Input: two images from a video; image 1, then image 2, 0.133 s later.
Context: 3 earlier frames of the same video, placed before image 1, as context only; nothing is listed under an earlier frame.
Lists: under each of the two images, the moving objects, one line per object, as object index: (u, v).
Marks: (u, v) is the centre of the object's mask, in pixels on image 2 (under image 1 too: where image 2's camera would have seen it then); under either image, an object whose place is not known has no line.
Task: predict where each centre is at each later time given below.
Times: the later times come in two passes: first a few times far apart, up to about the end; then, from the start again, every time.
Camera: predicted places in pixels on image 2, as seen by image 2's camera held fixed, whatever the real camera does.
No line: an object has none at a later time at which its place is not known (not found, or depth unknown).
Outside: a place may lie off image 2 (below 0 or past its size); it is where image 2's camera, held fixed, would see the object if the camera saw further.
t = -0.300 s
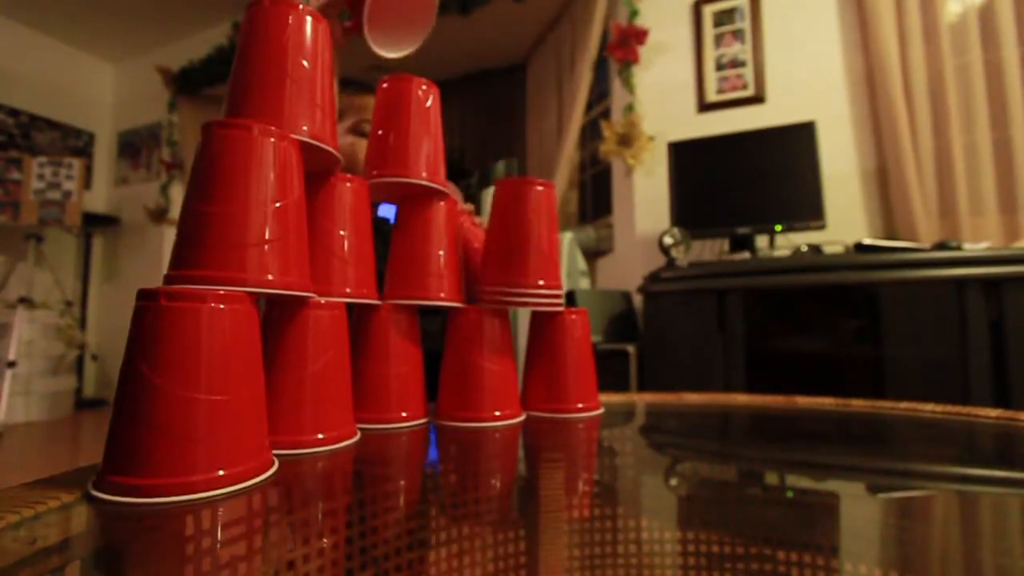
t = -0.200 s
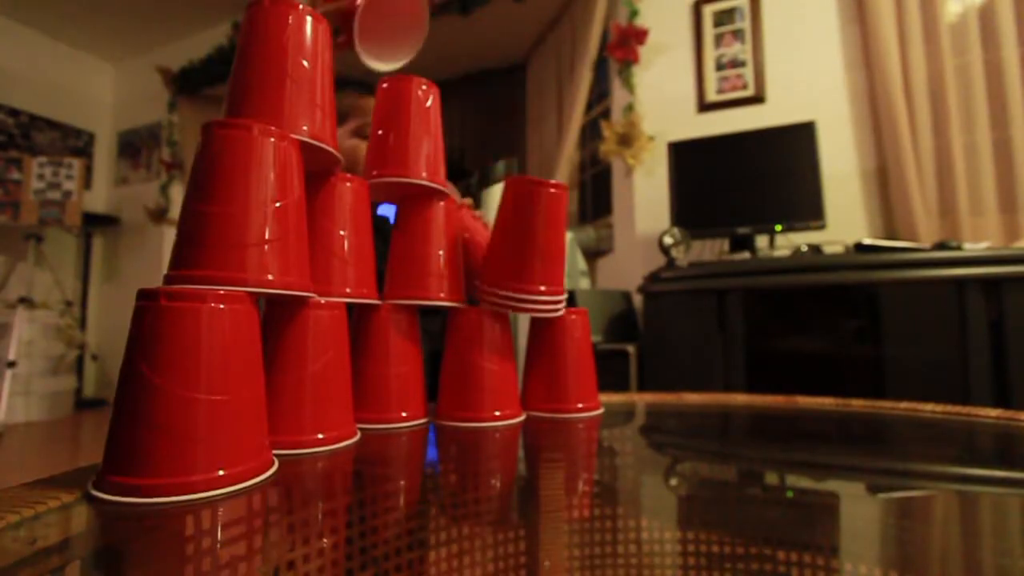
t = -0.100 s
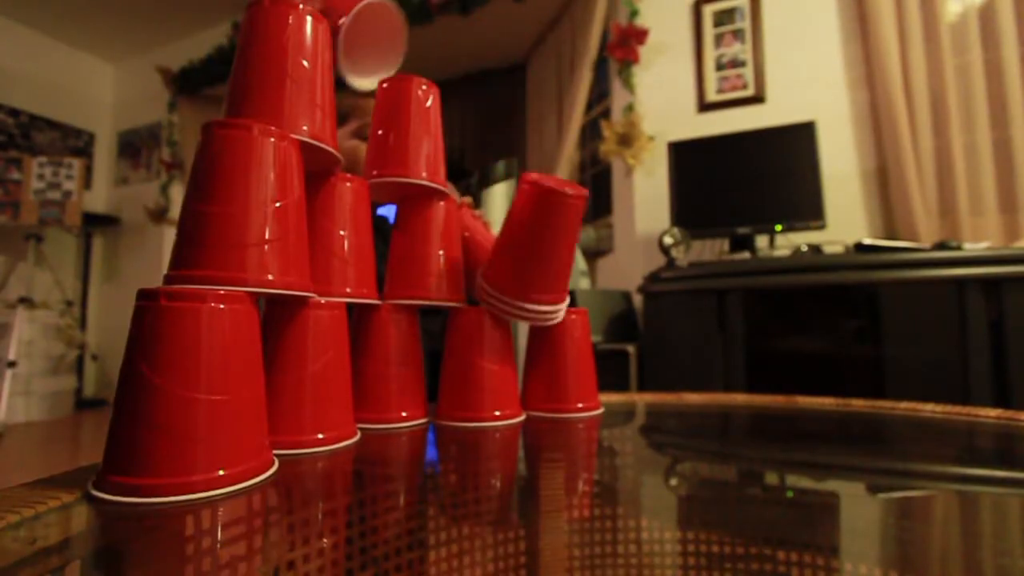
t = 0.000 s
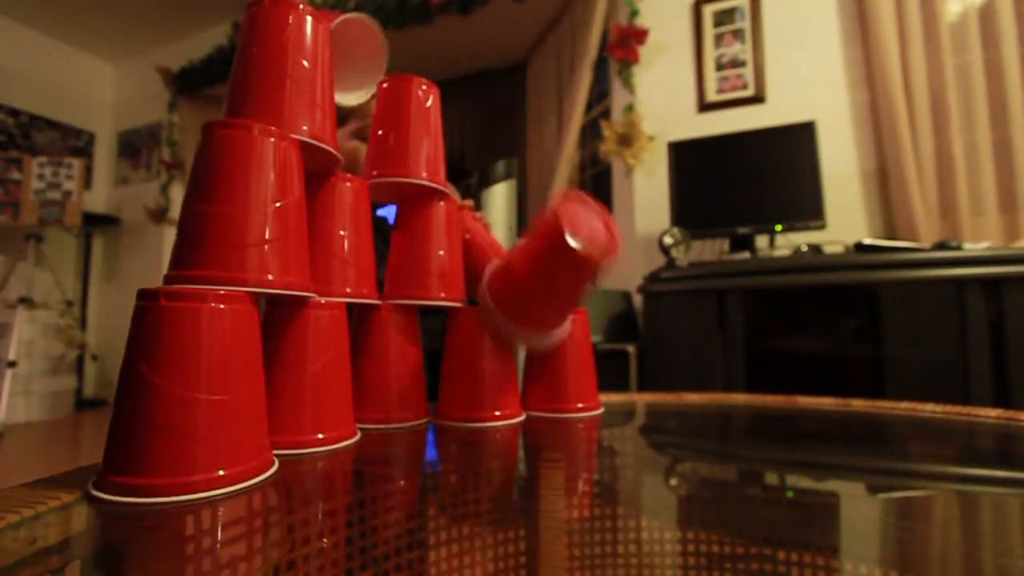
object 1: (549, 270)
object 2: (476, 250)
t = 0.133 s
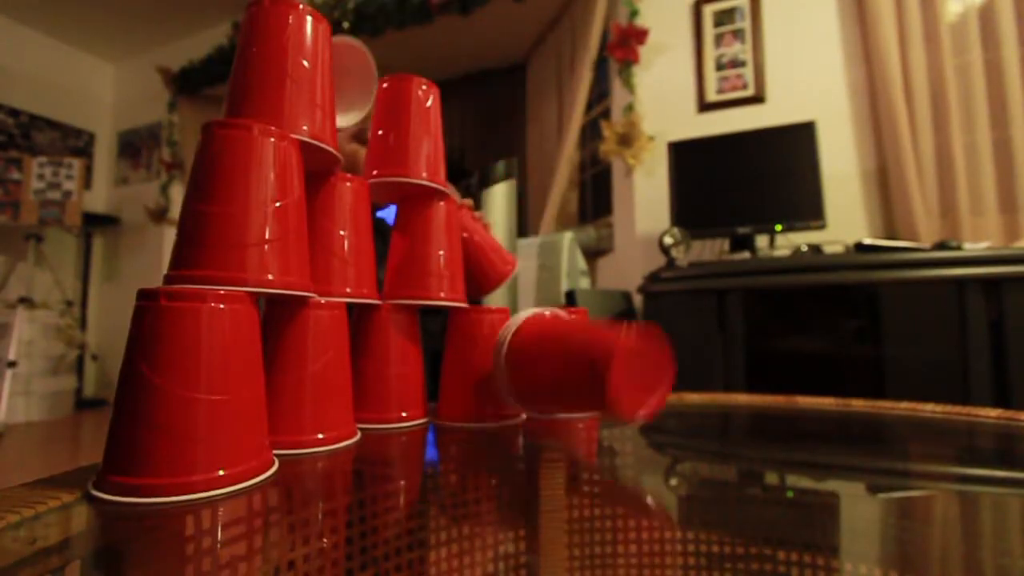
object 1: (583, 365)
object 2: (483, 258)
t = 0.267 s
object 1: (624, 391)
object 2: (482, 258)
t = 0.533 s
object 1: (627, 406)
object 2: (483, 263)
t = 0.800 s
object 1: (606, 409)
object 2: (485, 268)
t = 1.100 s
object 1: (588, 412)
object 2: (491, 262)
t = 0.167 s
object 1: (591, 359)
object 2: (482, 258)
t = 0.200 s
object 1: (600, 364)
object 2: (482, 258)
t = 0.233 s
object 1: (611, 370)
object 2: (482, 258)
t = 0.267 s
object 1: (624, 391)
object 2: (482, 258)
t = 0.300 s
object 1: (627, 398)
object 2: (482, 258)
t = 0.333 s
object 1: (633, 401)
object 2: (482, 258)
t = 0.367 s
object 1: (636, 403)
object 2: (482, 260)
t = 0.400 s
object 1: (638, 404)
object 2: (483, 261)
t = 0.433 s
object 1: (636, 405)
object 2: (483, 262)
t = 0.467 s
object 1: (633, 406)
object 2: (483, 263)
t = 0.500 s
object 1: (630, 406)
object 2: (483, 263)
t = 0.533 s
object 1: (627, 406)
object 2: (483, 263)
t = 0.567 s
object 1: (625, 407)
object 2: (483, 263)
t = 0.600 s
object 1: (622, 407)
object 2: (483, 262)
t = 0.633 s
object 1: (619, 407)
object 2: (484, 261)
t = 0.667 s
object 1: (616, 408)
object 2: (484, 261)
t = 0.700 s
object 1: (613, 408)
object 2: (484, 261)
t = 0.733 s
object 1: (611, 408)
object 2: (484, 263)
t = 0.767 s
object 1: (609, 409)
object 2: (485, 266)
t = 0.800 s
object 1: (606, 409)
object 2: (485, 268)
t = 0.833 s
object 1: (604, 410)
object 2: (485, 267)
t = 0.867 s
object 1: (602, 410)
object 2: (486, 267)
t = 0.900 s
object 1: (600, 410)
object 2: (486, 266)
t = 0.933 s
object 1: (598, 411)
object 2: (486, 266)
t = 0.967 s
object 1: (596, 411)
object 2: (486, 265)
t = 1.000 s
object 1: (594, 412)
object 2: (487, 264)
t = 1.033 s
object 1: (592, 412)
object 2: (487, 262)
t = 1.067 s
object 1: (590, 412)
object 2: (488, 262)
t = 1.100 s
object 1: (588, 412)
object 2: (491, 262)
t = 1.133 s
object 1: (586, 412)
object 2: (493, 262)
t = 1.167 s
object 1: (585, 413)
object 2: (495, 262)
